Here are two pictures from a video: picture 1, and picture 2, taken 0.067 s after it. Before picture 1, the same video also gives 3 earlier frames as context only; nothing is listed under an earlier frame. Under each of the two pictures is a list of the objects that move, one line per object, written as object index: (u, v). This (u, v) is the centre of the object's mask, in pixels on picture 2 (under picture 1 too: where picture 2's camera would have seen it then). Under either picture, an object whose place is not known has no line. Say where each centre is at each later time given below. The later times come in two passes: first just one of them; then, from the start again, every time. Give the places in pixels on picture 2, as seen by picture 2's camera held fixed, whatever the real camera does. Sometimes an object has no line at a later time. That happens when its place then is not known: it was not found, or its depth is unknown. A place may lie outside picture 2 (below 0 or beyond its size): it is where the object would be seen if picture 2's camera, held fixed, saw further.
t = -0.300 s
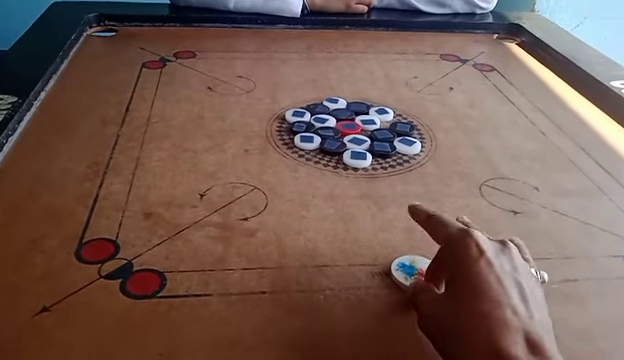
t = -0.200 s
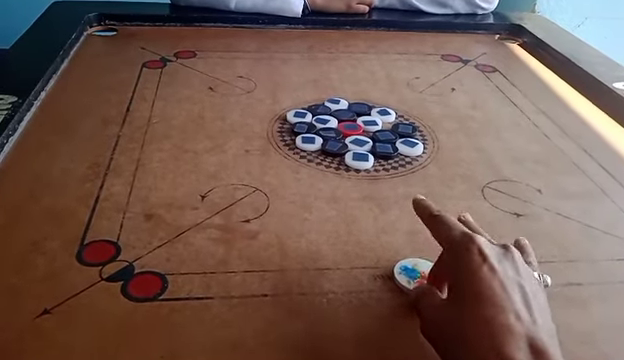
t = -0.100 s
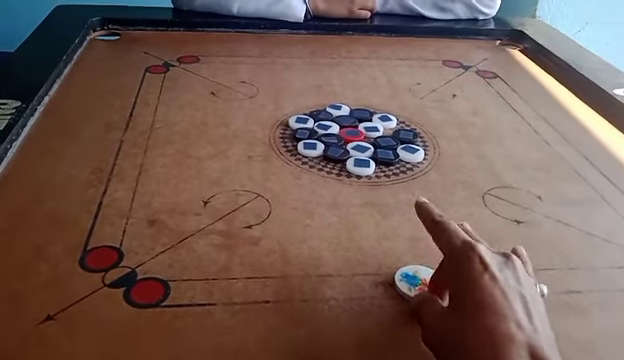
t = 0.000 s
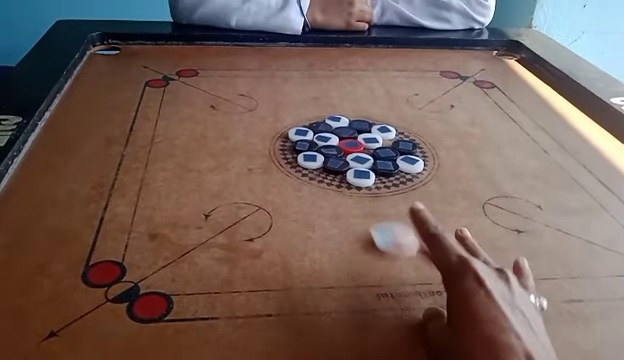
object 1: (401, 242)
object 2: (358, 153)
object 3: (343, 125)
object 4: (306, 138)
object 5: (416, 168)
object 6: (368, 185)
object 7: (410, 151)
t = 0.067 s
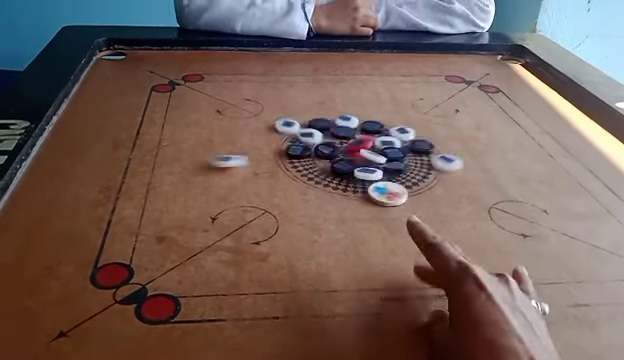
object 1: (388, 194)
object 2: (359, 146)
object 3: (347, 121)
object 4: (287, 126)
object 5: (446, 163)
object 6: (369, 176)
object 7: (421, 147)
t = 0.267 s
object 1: (426, 184)
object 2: (371, 142)
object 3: (366, 102)
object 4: (214, 73)
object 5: (584, 136)
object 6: (367, 183)
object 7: (481, 125)
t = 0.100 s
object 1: (395, 192)
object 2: (361, 148)
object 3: (351, 118)
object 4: (272, 116)
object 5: (473, 158)
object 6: (368, 182)
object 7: (432, 143)
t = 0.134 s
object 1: (402, 190)
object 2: (365, 147)
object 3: (354, 114)
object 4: (258, 106)
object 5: (498, 153)
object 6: (368, 182)
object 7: (442, 139)
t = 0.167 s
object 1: (409, 189)
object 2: (365, 147)
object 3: (357, 110)
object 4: (246, 97)
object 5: (522, 149)
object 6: (367, 183)
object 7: (453, 135)
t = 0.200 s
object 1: (415, 187)
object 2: (369, 146)
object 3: (360, 107)
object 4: (235, 89)
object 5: (545, 144)
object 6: (366, 183)
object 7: (463, 132)
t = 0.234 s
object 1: (421, 186)
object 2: (370, 144)
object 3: (363, 104)
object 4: (224, 81)
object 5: (566, 140)
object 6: (367, 183)
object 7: (472, 128)
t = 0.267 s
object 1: (426, 184)
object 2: (371, 142)
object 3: (366, 102)
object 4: (214, 73)
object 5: (584, 136)
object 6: (367, 183)
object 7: (481, 125)
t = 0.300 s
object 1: (432, 182)
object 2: (372, 141)
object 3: (369, 99)
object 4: (205, 66)
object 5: (605, 132)
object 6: (366, 182)
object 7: (490, 122)
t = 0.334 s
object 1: (437, 181)
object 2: (374, 140)
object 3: (371, 97)
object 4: (196, 59)
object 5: (599, 130)
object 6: (367, 182)
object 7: (499, 119)
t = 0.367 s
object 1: (442, 180)
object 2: (376, 139)
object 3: (374, 95)
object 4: (189, 53)
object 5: (575, 126)
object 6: (367, 182)
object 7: (507, 117)
